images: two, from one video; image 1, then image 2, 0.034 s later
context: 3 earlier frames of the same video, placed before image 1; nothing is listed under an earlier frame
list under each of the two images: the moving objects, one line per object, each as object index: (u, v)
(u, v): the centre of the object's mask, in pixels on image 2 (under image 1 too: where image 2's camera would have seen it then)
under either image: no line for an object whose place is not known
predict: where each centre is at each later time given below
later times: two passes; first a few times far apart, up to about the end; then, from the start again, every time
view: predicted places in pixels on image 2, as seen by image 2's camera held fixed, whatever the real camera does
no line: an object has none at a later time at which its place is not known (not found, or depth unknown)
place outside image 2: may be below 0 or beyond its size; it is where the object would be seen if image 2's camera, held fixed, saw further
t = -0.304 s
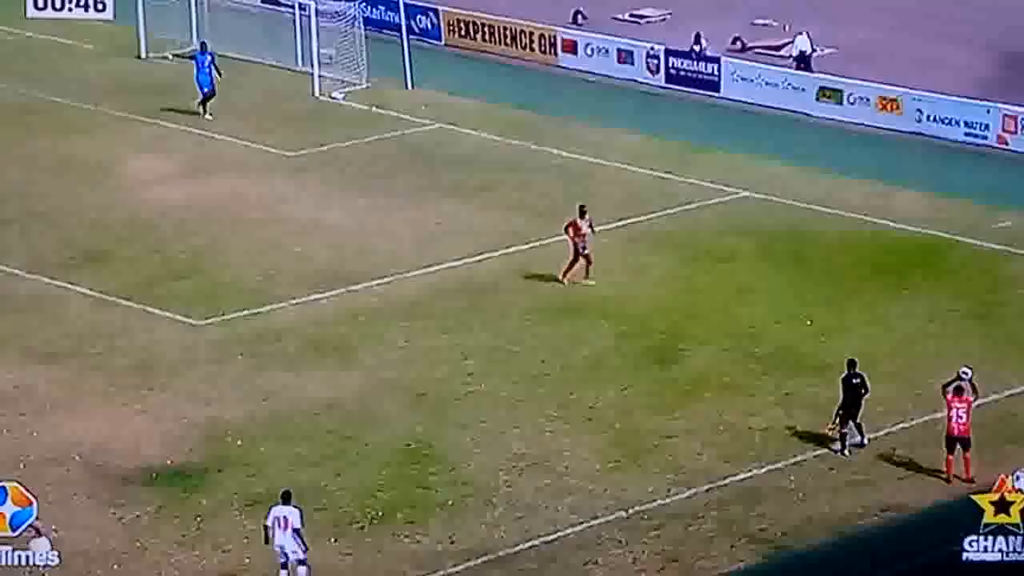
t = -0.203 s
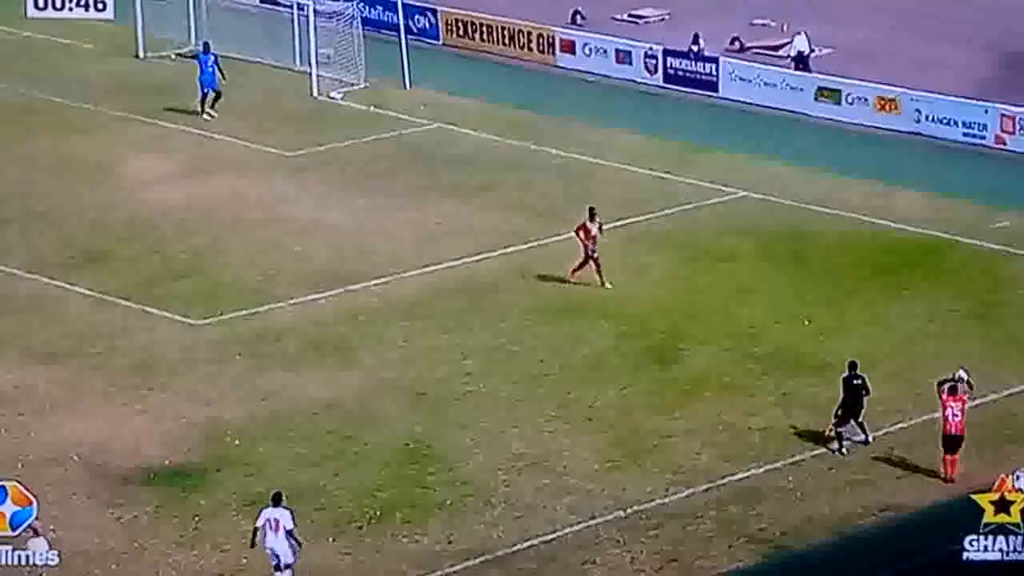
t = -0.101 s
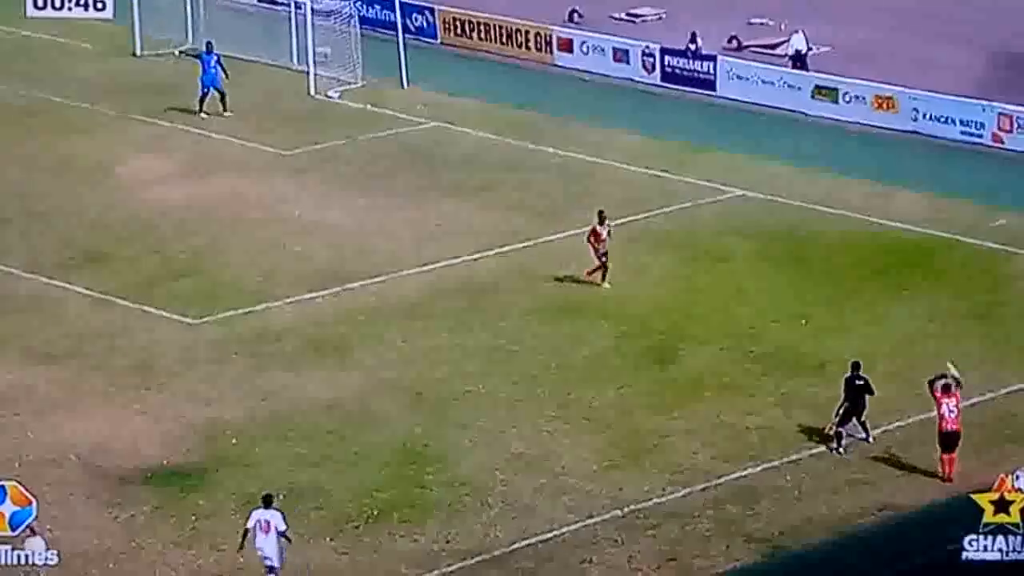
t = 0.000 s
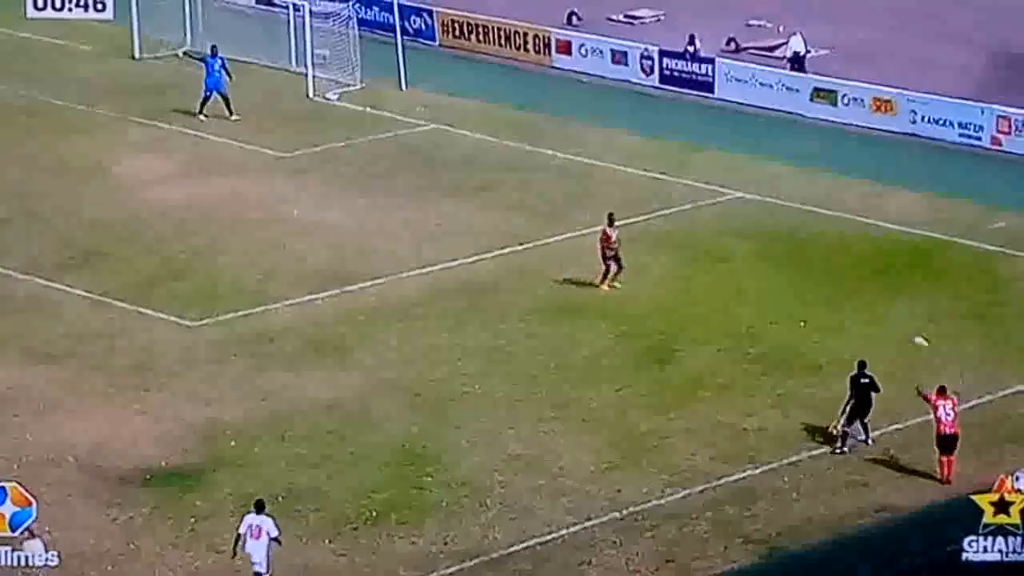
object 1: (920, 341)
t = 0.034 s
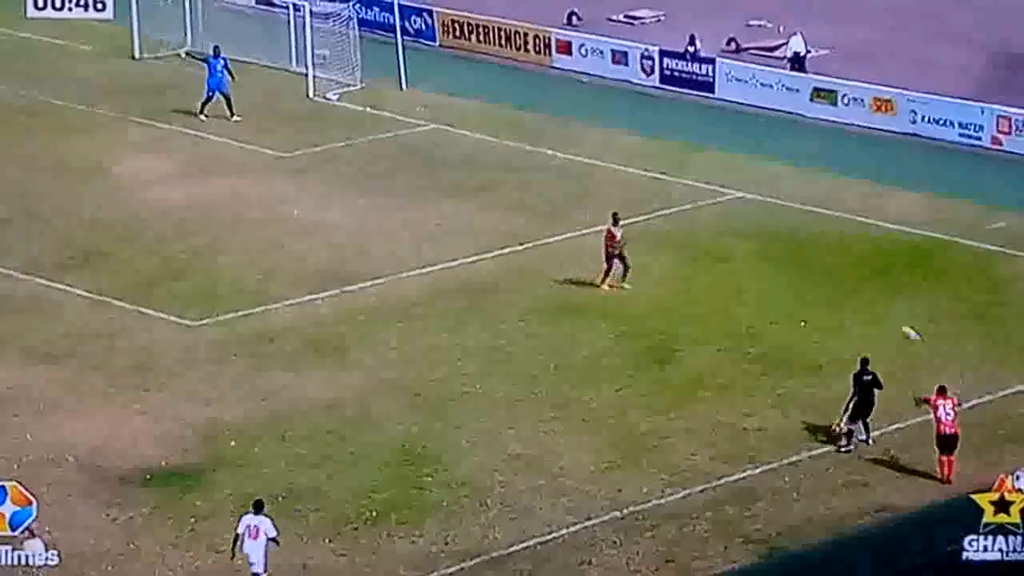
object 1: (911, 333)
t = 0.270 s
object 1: (841, 295)
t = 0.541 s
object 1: (771, 289)
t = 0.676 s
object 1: (741, 302)
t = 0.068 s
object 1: (900, 326)
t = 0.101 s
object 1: (890, 319)
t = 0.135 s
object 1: (879, 312)
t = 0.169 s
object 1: (869, 307)
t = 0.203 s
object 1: (861, 303)
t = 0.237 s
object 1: (850, 299)
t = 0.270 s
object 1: (841, 295)
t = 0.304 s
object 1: (833, 293)
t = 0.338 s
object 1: (824, 290)
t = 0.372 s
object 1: (815, 289)
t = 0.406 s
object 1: (806, 288)
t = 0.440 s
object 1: (798, 287)
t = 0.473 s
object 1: (790, 287)
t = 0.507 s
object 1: (783, 288)
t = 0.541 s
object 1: (771, 289)
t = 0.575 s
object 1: (763, 290)
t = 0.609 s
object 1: (757, 294)
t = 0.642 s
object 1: (750, 298)
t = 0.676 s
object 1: (741, 302)
